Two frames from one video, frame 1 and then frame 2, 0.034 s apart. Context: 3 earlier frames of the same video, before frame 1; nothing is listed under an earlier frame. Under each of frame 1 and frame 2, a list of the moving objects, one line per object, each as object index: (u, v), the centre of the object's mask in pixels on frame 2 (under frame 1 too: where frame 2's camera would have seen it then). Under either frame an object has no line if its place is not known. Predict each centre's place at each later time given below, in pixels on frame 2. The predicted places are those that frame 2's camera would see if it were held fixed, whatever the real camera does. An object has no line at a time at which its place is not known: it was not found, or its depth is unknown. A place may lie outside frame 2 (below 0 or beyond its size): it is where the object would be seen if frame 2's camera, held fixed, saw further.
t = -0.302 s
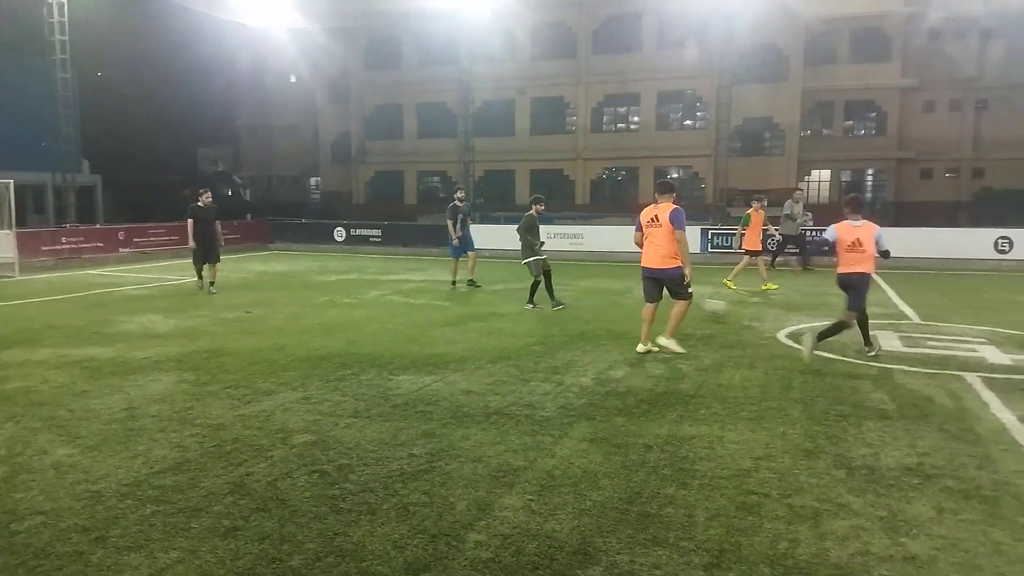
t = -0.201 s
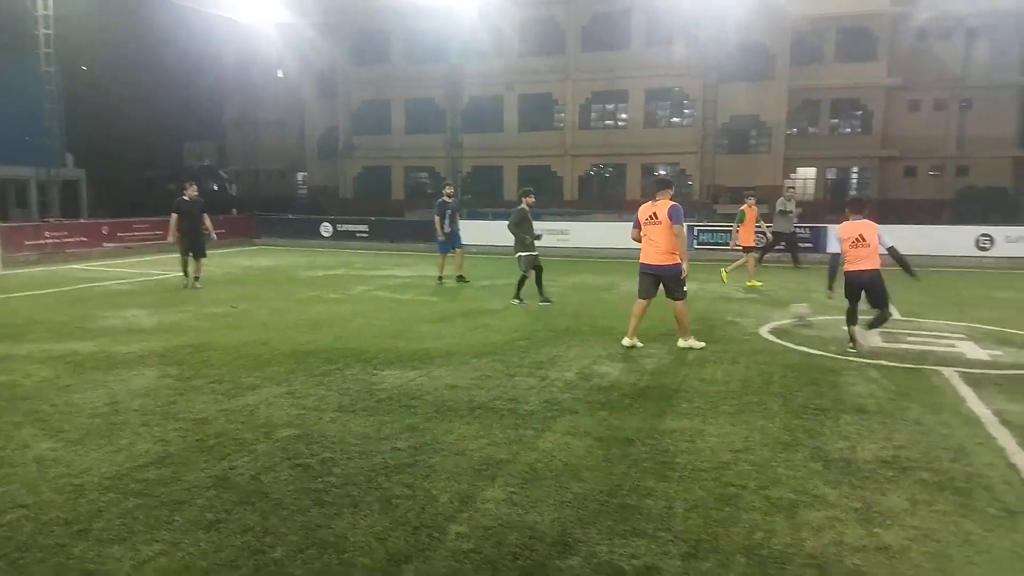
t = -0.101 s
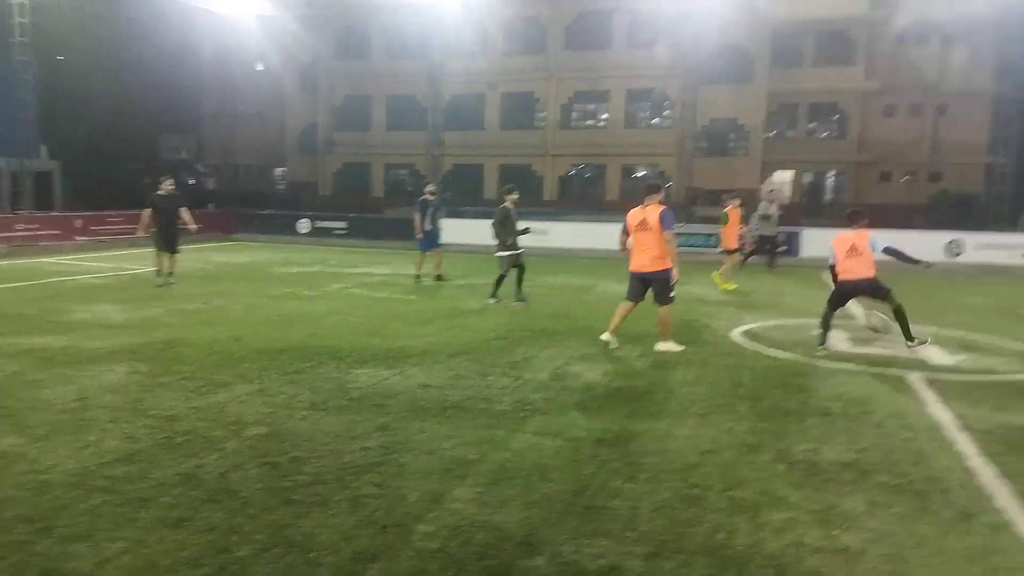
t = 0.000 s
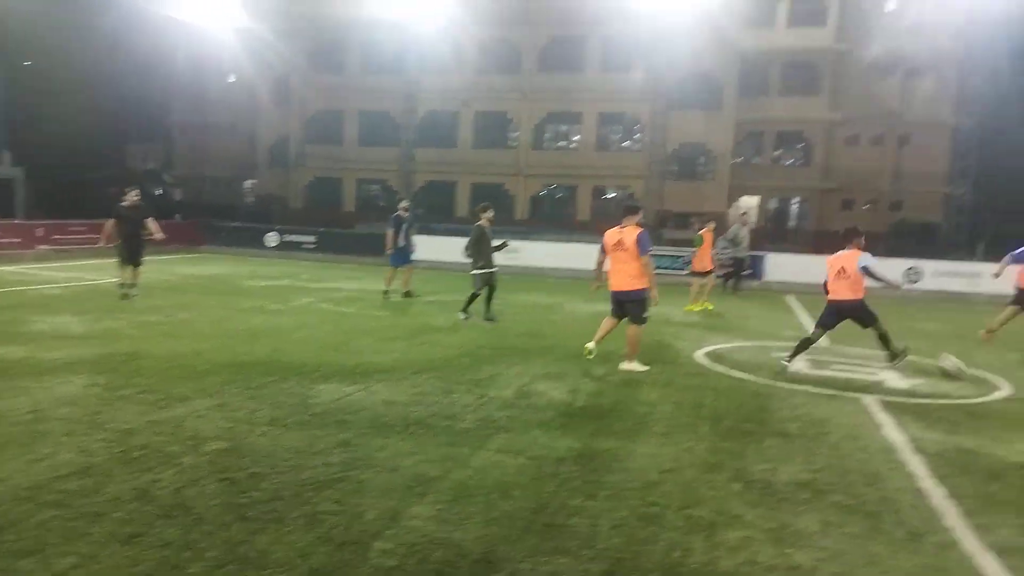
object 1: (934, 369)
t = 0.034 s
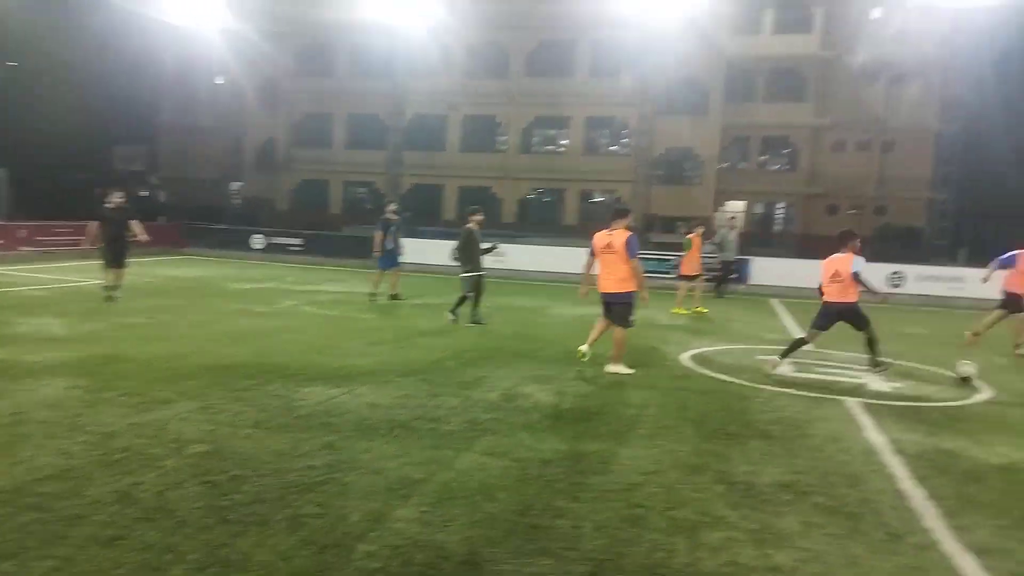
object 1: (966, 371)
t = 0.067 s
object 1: (1000, 371)
